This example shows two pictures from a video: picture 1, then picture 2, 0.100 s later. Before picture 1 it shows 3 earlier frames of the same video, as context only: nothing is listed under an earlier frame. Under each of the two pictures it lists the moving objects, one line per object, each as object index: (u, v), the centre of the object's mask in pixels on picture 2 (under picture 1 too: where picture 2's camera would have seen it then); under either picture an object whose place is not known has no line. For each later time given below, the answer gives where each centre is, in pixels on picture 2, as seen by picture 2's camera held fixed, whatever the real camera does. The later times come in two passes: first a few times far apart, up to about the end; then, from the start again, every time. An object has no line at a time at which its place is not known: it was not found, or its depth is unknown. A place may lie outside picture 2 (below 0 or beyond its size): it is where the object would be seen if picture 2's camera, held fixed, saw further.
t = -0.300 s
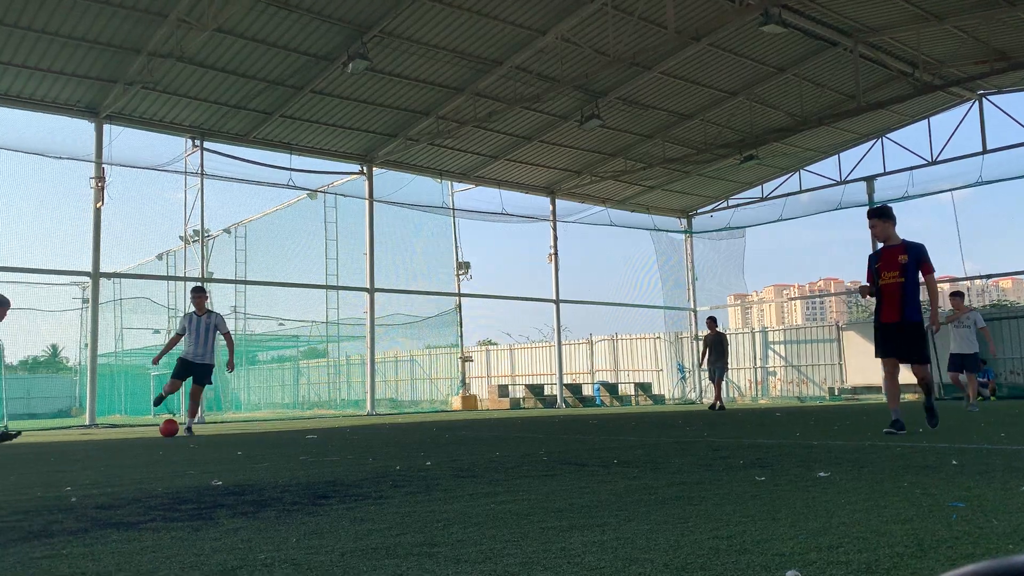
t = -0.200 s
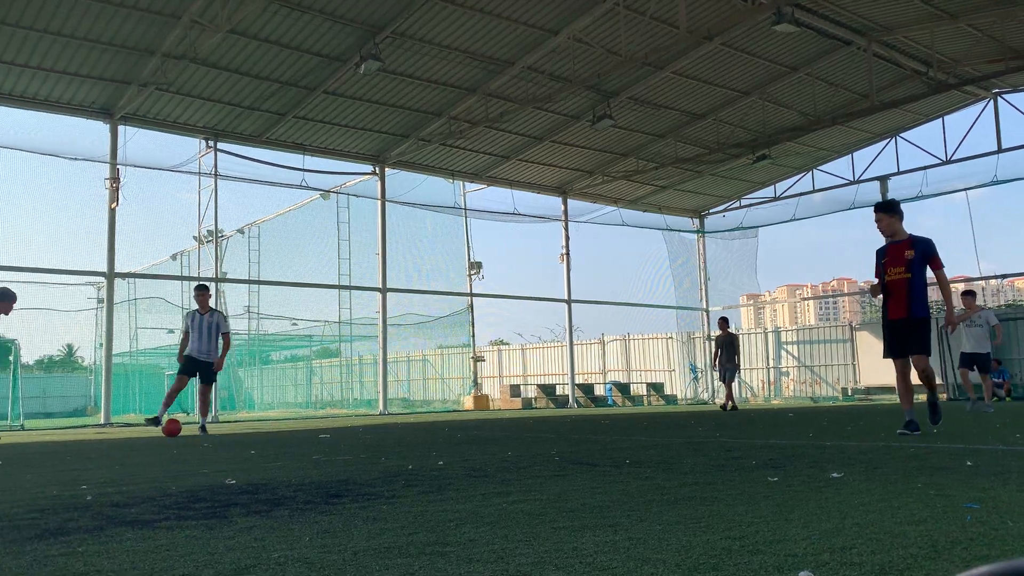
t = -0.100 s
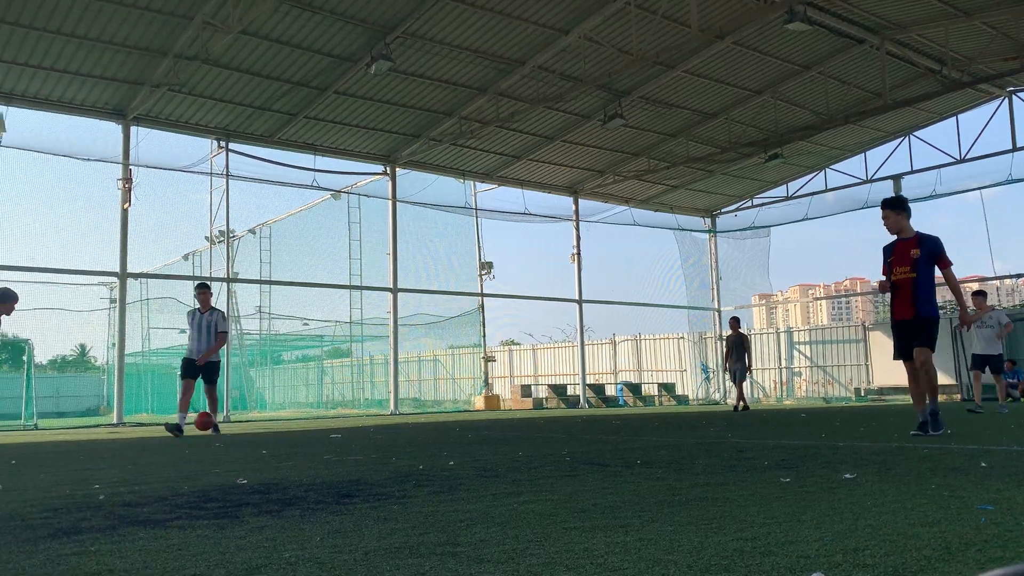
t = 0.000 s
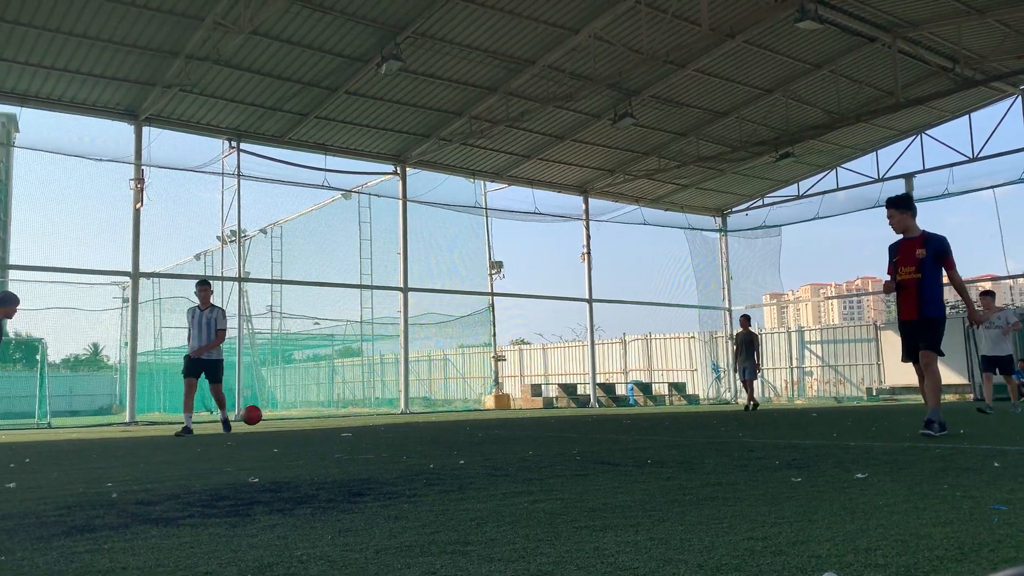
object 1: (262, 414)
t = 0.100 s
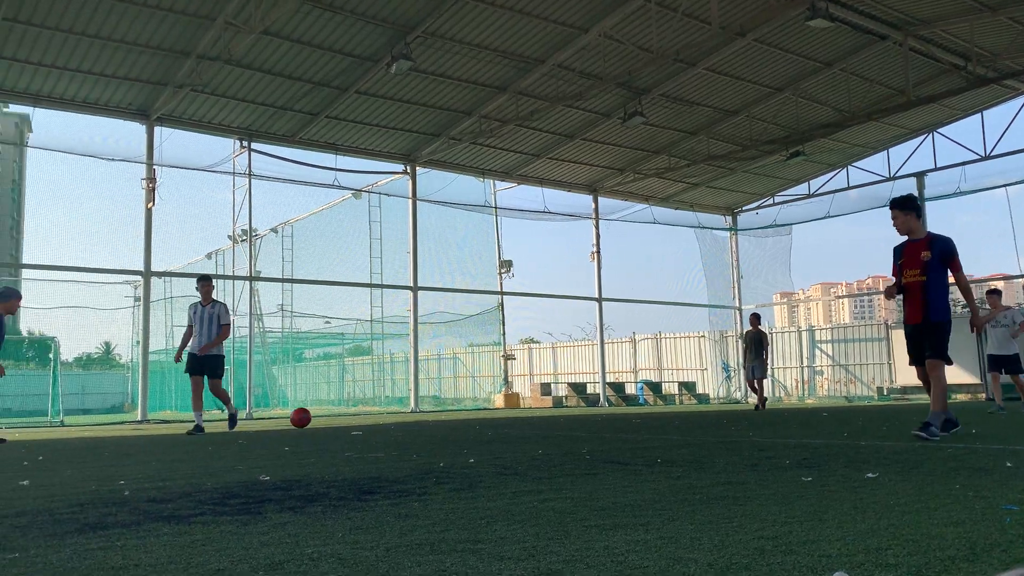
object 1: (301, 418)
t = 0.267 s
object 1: (360, 418)
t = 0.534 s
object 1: (461, 422)
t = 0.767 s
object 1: (565, 423)
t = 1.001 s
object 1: (687, 420)
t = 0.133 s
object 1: (314, 421)
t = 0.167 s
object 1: (327, 423)
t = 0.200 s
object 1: (337, 420)
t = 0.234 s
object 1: (349, 419)
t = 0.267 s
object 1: (360, 418)
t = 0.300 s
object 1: (372, 419)
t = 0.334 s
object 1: (383, 421)
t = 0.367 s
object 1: (395, 423)
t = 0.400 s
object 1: (408, 421)
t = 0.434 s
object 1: (421, 420)
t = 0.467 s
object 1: (434, 420)
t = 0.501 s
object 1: (447, 422)
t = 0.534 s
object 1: (461, 422)
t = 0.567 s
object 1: (475, 421)
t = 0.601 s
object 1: (489, 421)
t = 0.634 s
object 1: (503, 423)
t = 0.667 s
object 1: (518, 422)
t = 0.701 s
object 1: (534, 421)
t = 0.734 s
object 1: (549, 421)
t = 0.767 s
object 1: (565, 423)
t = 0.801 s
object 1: (581, 423)
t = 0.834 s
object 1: (598, 422)
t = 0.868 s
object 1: (615, 422)
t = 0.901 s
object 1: (633, 424)
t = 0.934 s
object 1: (650, 422)
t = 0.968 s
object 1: (668, 421)
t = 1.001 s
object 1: (687, 420)
